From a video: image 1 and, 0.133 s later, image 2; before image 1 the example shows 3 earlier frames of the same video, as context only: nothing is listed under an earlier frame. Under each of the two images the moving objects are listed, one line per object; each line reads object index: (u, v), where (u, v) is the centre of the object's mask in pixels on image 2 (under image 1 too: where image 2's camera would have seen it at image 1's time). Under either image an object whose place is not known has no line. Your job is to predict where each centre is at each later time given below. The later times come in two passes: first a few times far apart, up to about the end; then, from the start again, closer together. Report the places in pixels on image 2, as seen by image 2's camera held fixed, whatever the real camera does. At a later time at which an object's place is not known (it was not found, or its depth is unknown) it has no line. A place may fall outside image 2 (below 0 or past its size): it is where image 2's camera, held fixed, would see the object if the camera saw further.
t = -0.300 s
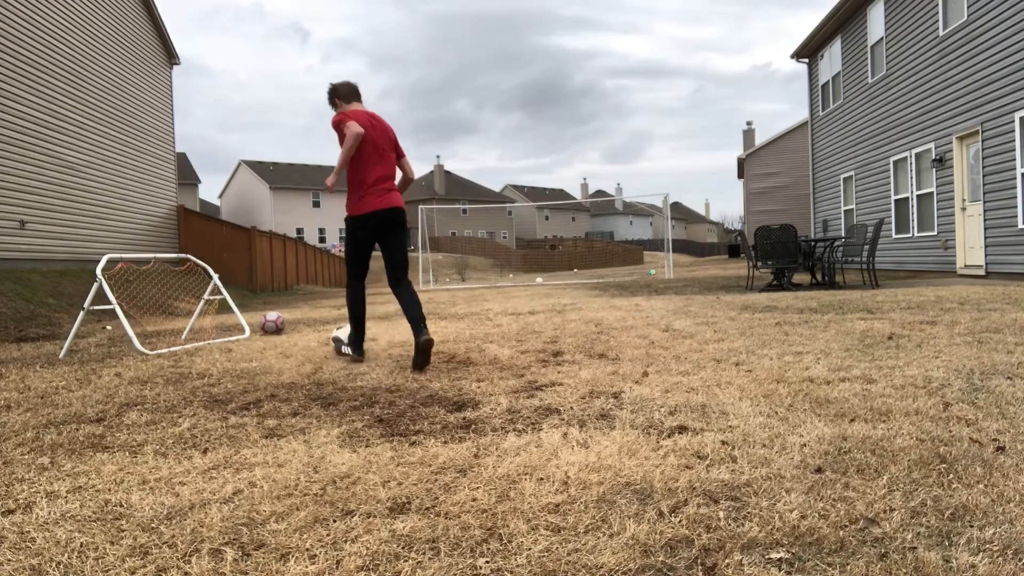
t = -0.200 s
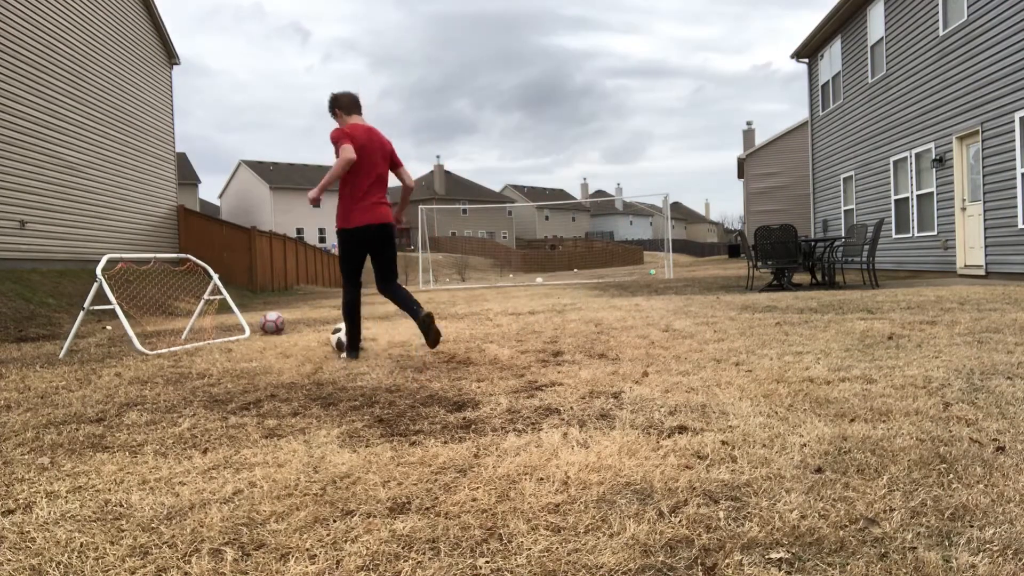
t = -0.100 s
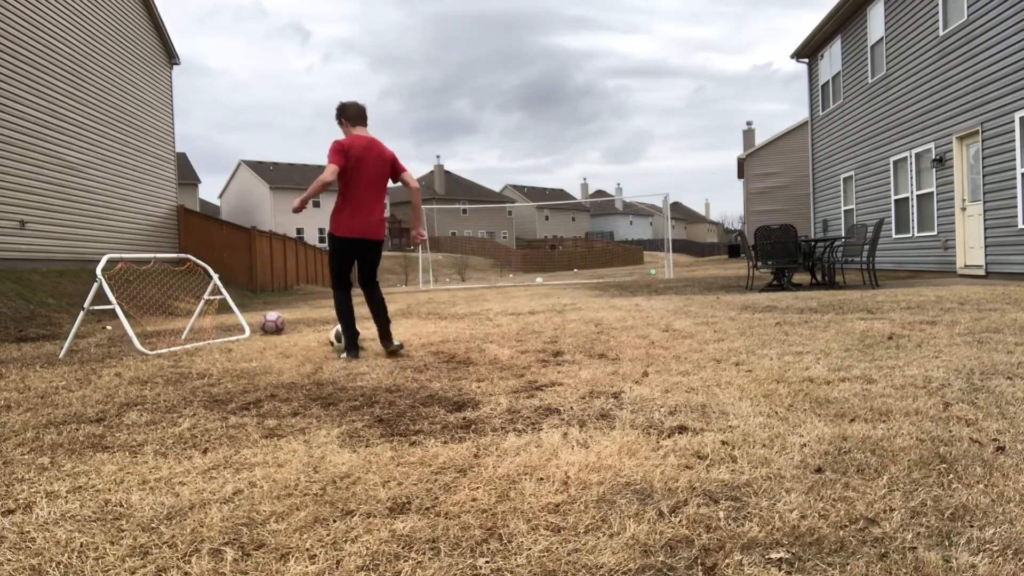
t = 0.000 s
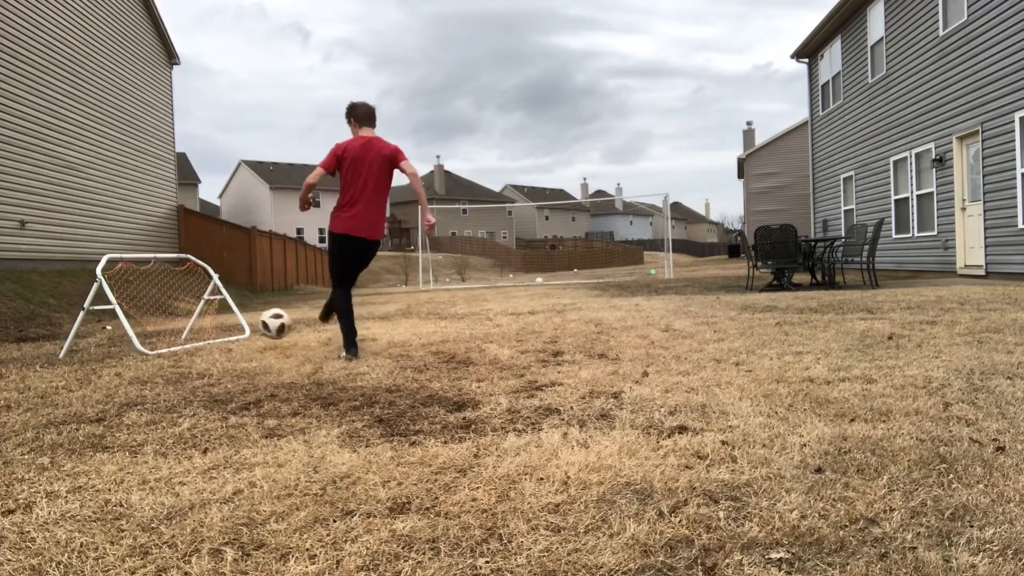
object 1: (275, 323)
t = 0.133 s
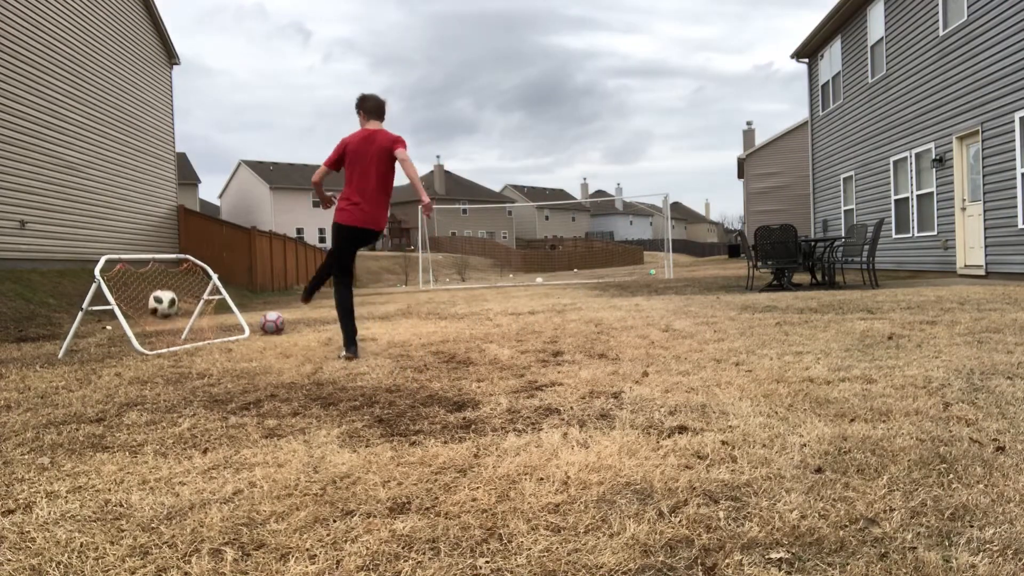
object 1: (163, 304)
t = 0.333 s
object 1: (223, 149)
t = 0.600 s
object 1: (300, 35)
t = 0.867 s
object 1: (372, 15)
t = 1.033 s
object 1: (416, 44)
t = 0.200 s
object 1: (184, 245)
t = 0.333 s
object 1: (223, 149)
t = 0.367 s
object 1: (233, 130)
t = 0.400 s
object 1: (243, 111)
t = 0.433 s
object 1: (252, 95)
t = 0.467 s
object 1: (262, 80)
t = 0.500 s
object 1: (272, 66)
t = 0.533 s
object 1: (281, 54)
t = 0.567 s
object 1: (290, 44)
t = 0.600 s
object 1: (300, 35)
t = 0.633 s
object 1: (309, 28)
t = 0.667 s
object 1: (318, 22)
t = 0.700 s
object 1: (327, 18)
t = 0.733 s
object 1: (336, 14)
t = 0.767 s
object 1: (345, 13)
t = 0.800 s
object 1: (354, 13)
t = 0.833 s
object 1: (363, 13)
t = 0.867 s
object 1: (372, 15)
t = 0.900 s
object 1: (381, 18)
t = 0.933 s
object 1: (390, 23)
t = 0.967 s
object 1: (399, 29)
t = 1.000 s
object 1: (408, 36)
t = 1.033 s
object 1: (416, 44)
